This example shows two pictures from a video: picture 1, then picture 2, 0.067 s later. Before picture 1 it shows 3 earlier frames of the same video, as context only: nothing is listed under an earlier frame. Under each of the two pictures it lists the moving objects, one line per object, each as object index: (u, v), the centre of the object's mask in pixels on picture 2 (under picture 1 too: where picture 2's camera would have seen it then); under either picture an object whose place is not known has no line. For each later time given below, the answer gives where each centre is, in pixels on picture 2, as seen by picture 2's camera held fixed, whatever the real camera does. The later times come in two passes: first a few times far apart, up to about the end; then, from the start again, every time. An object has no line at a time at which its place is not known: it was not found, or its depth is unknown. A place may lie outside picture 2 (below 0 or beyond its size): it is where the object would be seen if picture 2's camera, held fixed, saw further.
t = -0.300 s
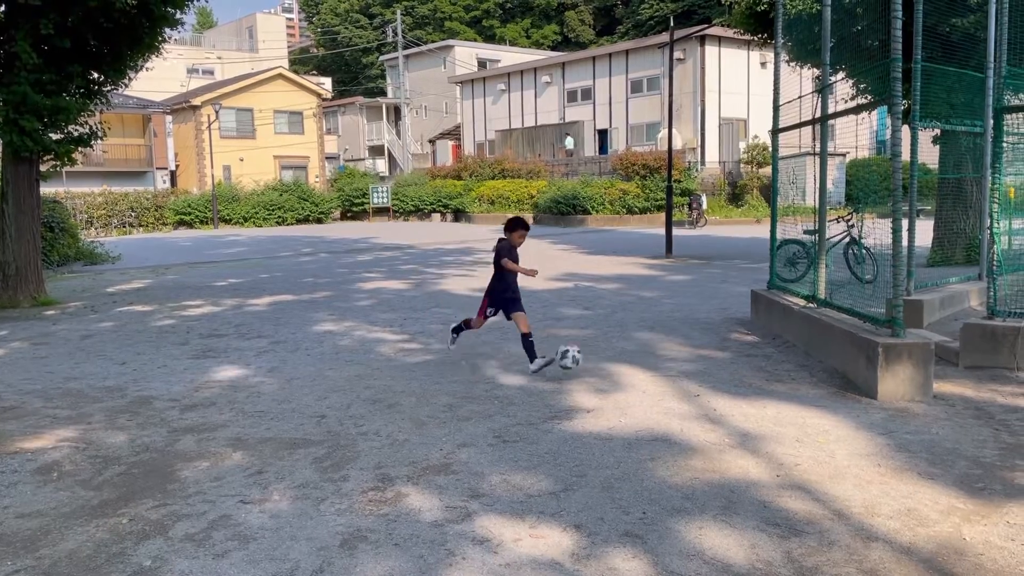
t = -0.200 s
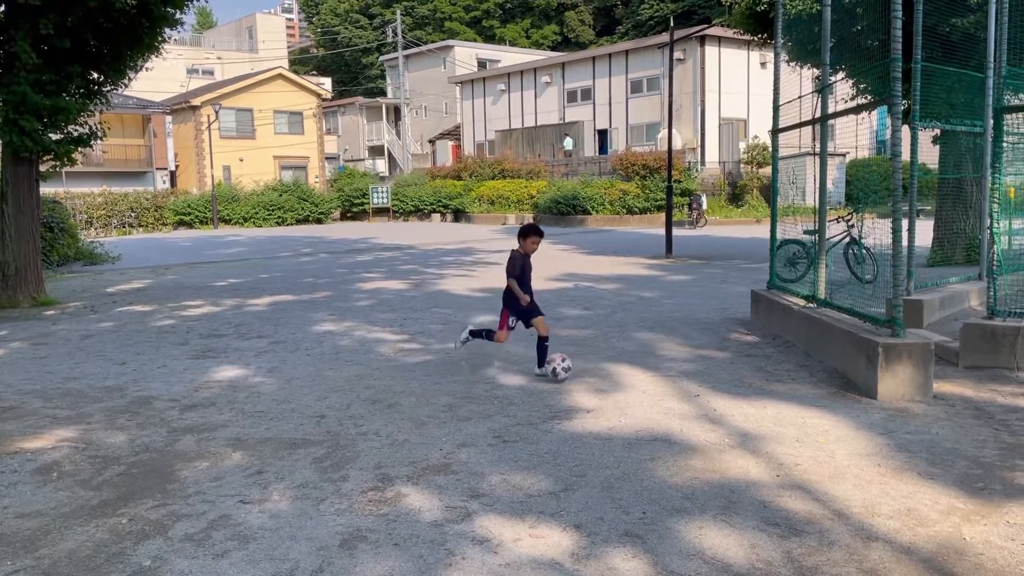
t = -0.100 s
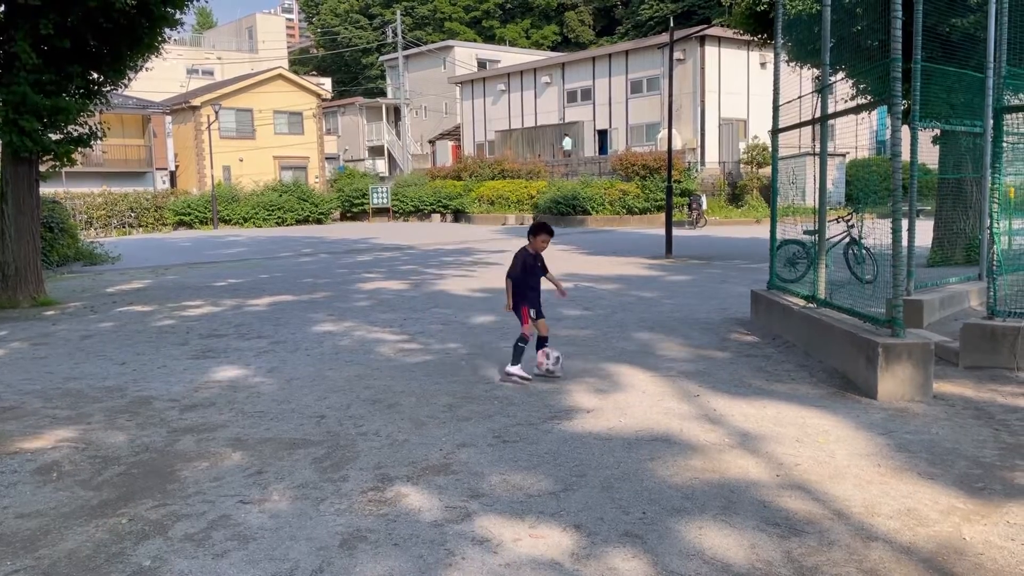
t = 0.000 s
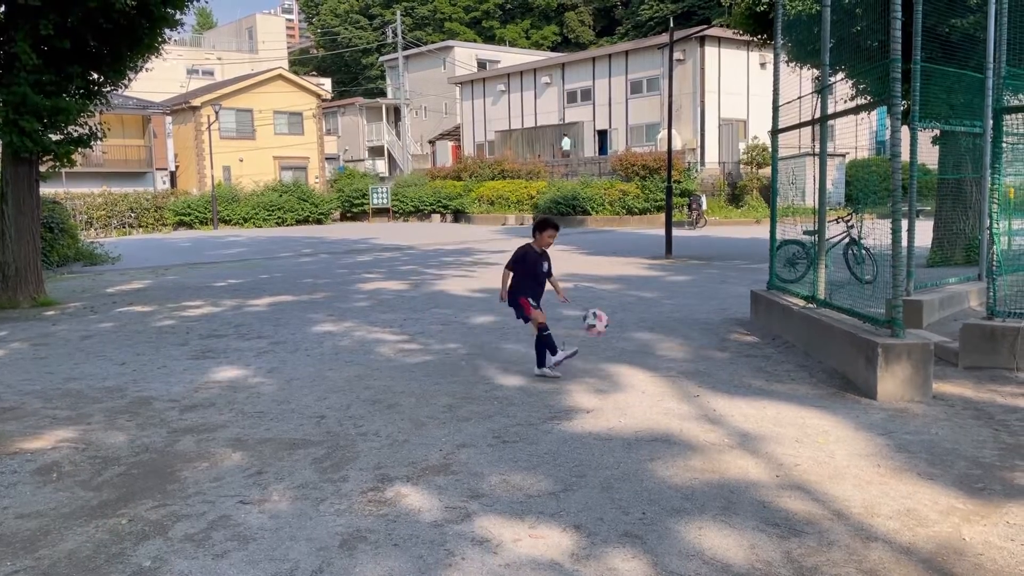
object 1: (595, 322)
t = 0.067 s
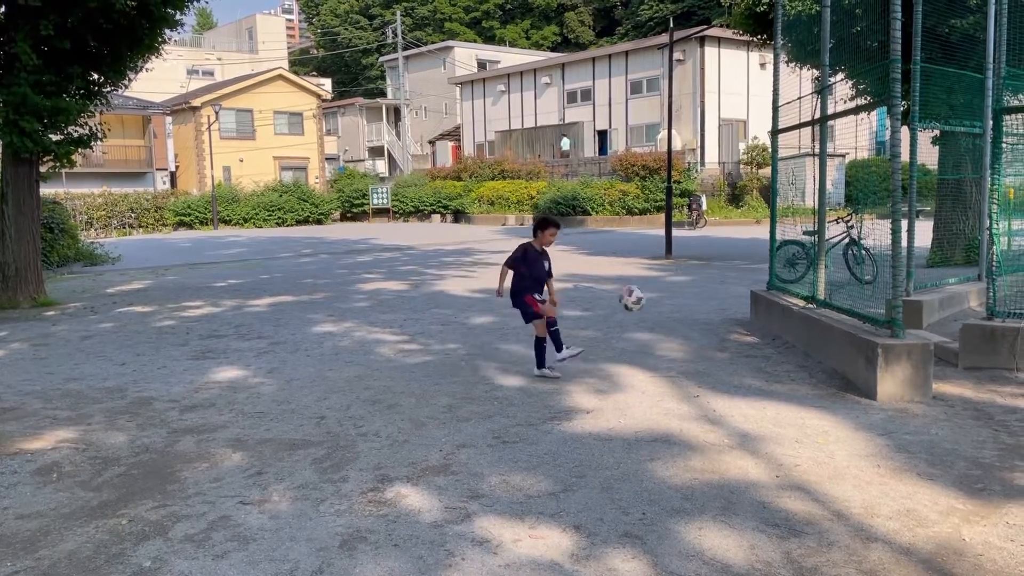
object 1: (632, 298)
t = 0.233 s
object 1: (722, 262)
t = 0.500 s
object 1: (834, 277)
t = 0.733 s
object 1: (766, 356)
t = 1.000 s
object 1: (687, 305)
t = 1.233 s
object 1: (619, 333)
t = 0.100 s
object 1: (650, 288)
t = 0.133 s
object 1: (669, 280)
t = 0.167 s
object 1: (687, 272)
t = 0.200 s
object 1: (704, 266)
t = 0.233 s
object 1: (722, 262)
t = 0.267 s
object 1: (740, 259)
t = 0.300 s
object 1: (758, 257)
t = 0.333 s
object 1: (775, 257)
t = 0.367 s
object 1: (791, 258)
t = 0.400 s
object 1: (807, 260)
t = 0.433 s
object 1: (825, 264)
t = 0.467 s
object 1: (838, 270)
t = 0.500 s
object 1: (834, 277)
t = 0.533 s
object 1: (822, 285)
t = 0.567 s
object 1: (813, 293)
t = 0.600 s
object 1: (803, 303)
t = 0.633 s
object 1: (795, 313)
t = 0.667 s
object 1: (785, 327)
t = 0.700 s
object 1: (776, 341)
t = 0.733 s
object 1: (766, 356)
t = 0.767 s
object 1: (757, 345)
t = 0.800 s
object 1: (748, 335)
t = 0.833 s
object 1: (737, 327)
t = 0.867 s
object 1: (728, 320)
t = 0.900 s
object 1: (717, 313)
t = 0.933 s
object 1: (707, 309)
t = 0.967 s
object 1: (698, 307)
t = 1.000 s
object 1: (687, 305)
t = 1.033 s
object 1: (678, 306)
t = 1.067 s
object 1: (669, 306)
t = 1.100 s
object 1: (658, 309)
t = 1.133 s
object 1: (649, 312)
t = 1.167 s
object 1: (639, 317)
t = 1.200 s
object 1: (629, 324)
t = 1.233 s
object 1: (619, 333)
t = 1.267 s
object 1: (610, 341)
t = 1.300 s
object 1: (601, 352)
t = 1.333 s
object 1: (592, 359)
